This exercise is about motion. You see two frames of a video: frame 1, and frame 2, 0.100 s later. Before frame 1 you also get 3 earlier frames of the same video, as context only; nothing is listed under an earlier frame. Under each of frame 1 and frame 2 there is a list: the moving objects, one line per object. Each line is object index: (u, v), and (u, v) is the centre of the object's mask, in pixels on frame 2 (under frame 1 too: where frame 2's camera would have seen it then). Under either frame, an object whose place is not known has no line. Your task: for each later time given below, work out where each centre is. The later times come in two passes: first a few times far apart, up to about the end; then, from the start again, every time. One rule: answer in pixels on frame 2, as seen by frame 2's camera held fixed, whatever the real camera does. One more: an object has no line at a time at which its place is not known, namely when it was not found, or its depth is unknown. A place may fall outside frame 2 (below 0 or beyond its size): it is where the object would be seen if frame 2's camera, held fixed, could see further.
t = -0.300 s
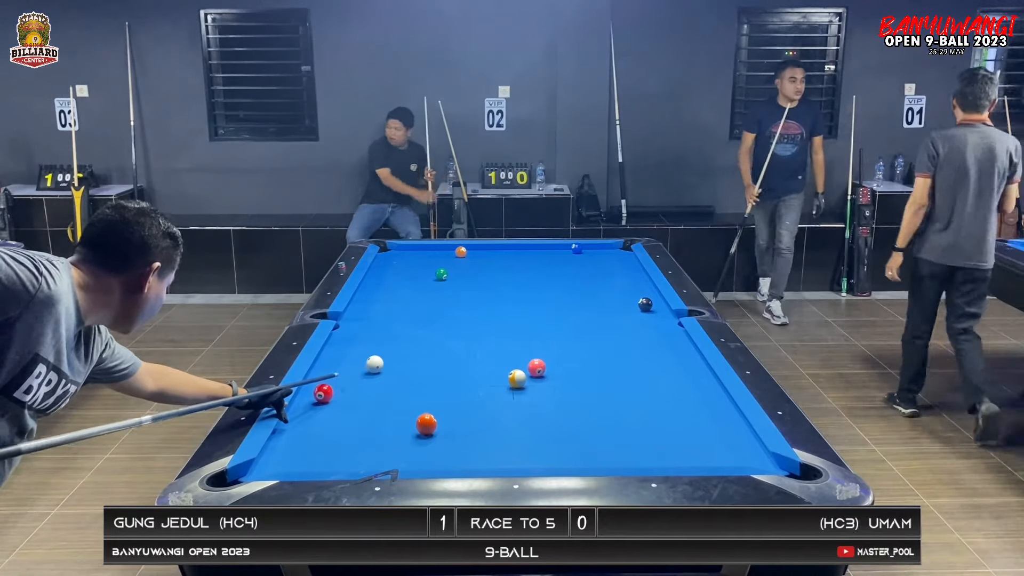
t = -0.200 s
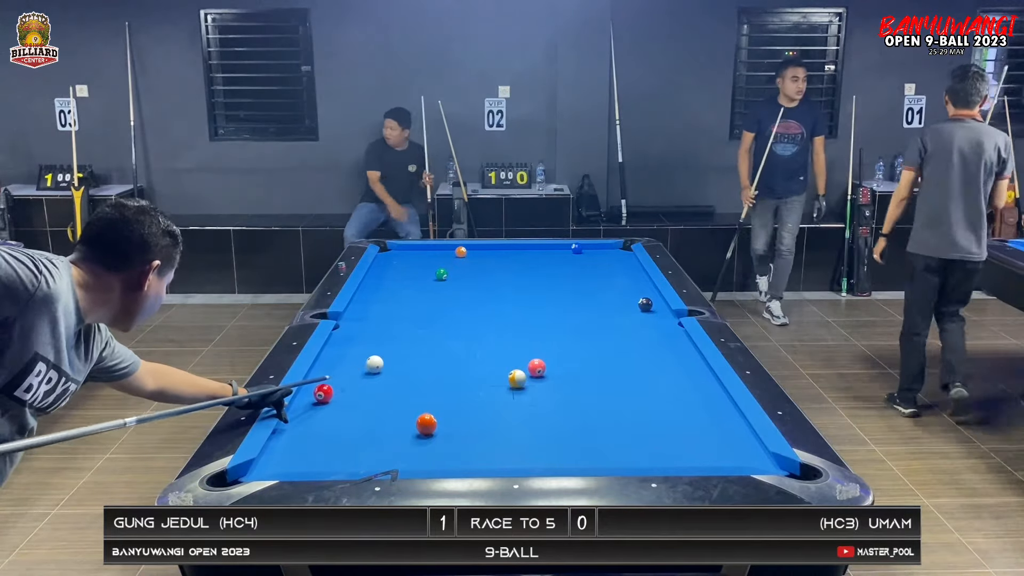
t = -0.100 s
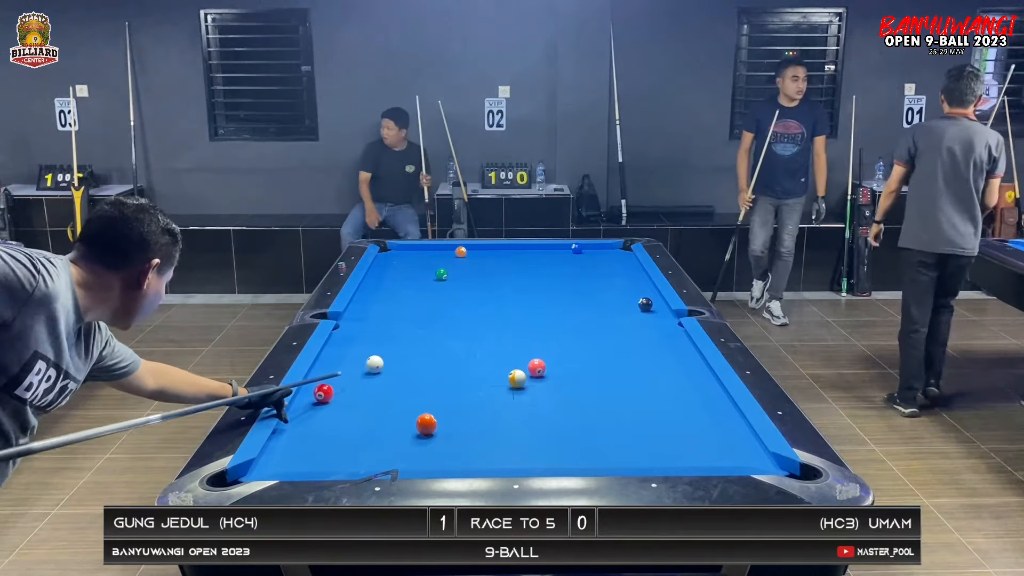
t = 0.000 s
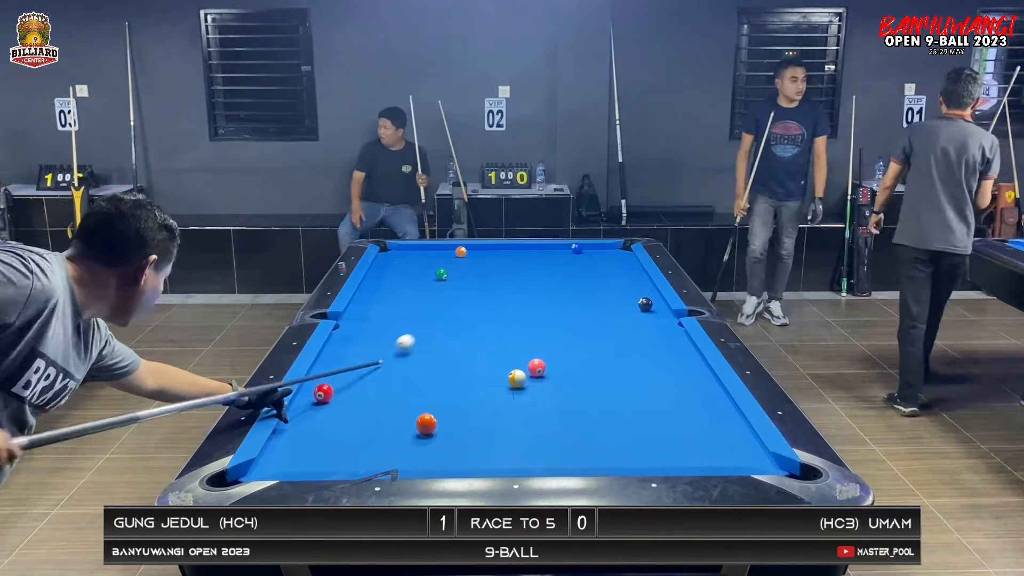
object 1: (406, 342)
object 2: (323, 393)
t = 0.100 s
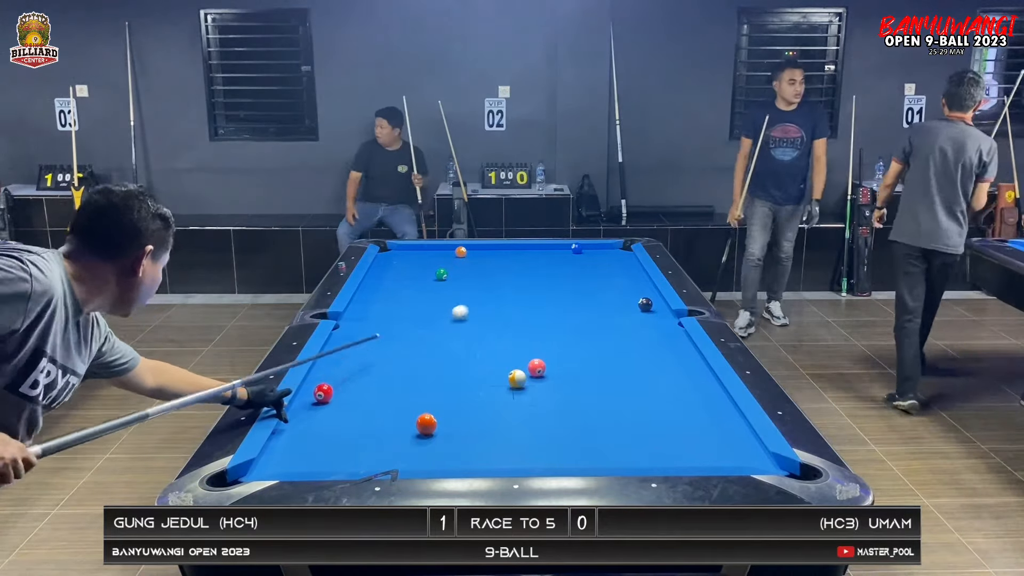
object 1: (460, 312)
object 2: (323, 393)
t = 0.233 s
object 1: (513, 281)
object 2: (323, 393)
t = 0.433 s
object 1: (566, 249)
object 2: (323, 393)
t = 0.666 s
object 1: (542, 258)
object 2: (323, 393)
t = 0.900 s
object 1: (519, 273)
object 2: (323, 393)
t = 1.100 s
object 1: (498, 287)
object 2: (323, 393)
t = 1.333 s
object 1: (470, 305)
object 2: (323, 393)
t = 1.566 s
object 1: (437, 325)
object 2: (323, 393)
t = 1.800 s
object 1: (399, 350)
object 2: (323, 393)
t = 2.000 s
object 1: (361, 374)
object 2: (323, 393)
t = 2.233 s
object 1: (345, 395)
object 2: (305, 403)
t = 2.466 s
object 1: (350, 410)
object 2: (324, 411)
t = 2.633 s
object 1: (353, 422)
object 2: (336, 416)
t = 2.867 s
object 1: (358, 438)
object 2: (354, 422)
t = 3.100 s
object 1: (363, 455)
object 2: (373, 433)
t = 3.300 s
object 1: (367, 464)
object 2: (389, 439)
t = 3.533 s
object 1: (381, 458)
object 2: (406, 446)
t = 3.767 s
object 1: (392, 450)
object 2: (422, 454)
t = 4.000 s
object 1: (402, 443)
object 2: (439, 459)
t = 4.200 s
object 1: (410, 436)
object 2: (452, 462)
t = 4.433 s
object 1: (415, 432)
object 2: (465, 462)
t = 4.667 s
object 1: (416, 431)
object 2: (476, 460)
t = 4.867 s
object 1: (415, 431)
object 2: (482, 458)
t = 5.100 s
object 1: (415, 432)
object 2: (489, 456)
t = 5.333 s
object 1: (415, 432)
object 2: (495, 455)
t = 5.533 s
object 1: (415, 431)
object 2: (499, 454)
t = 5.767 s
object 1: (415, 431)
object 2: (502, 453)
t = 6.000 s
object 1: (415, 432)
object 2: (504, 453)
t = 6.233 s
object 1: (415, 431)
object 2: (504, 452)
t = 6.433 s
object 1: (415, 431)
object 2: (504, 452)
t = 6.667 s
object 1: (415, 431)
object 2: (504, 452)
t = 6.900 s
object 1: (415, 432)
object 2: (504, 452)
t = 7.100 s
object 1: (415, 431)
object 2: (504, 452)
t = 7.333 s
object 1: (415, 431)
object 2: (504, 452)
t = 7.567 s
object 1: (415, 431)
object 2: (504, 452)
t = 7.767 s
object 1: (415, 431)
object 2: (504, 452)
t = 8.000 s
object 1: (415, 431)
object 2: (504, 452)
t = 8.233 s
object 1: (415, 431)
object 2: (504, 452)
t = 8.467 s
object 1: (415, 431)
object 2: (504, 452)
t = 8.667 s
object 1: (415, 431)
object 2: (504, 452)
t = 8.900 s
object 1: (415, 431)
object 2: (504, 452)
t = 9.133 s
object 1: (415, 431)
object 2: (504, 452)
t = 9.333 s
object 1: (415, 431)
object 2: (504, 452)
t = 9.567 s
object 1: (415, 431)
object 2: (504, 452)
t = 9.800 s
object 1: (415, 431)
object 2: (504, 452)
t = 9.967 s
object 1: (415, 432)
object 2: (504, 452)
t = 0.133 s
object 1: (475, 303)
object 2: (323, 393)
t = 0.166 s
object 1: (489, 295)
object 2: (323, 393)
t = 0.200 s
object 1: (502, 288)
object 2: (323, 393)
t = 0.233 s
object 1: (513, 281)
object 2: (323, 393)
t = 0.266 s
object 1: (524, 275)
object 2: (323, 393)
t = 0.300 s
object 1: (534, 269)
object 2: (323, 393)
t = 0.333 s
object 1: (543, 263)
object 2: (323, 393)
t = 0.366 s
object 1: (551, 258)
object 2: (323, 393)
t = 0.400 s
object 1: (559, 253)
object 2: (323, 393)
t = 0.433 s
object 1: (566, 249)
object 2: (323, 393)
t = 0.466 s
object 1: (561, 246)
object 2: (323, 393)
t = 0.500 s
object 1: (557, 248)
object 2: (323, 393)
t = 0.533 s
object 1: (554, 250)
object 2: (323, 393)
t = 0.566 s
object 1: (551, 252)
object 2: (323, 393)
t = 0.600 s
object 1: (548, 254)
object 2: (323, 393)
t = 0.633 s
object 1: (545, 256)
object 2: (323, 393)
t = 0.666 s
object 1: (542, 258)
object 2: (323, 393)
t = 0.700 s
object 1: (539, 260)
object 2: (323, 393)
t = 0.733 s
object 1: (536, 262)
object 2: (323, 393)
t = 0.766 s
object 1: (533, 264)
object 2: (323, 393)
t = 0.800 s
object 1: (530, 266)
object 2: (323, 393)
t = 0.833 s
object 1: (526, 268)
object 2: (323, 393)
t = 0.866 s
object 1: (523, 270)
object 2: (323, 393)
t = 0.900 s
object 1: (519, 273)
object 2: (323, 393)
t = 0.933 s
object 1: (516, 275)
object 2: (323, 393)
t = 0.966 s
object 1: (513, 277)
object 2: (323, 393)
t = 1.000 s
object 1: (509, 279)
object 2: (323, 393)
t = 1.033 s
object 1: (505, 282)
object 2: (323, 393)
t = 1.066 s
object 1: (502, 284)
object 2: (324, 393)
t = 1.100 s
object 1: (498, 287)
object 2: (323, 393)
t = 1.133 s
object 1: (494, 289)
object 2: (323, 393)
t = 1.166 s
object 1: (490, 291)
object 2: (323, 393)
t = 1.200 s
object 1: (486, 294)
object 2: (323, 393)
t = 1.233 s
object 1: (482, 297)
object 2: (323, 393)
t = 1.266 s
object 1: (478, 299)
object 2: (323, 393)
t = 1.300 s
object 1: (474, 302)
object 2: (323, 393)
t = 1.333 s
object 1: (470, 305)
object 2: (323, 393)
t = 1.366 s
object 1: (465, 307)
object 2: (323, 393)
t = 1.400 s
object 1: (461, 310)
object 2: (323, 393)
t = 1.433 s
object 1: (456, 313)
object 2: (323, 393)
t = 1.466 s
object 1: (451, 316)
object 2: (323, 393)
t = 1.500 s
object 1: (447, 319)
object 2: (323, 393)
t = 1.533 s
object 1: (442, 322)
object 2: (323, 393)
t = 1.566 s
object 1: (437, 325)
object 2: (323, 393)
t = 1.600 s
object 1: (432, 329)
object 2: (323, 393)
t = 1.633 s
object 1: (427, 332)
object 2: (323, 393)
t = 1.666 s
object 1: (421, 336)
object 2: (323, 393)
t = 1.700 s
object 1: (416, 339)
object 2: (323, 393)
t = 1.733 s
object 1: (410, 343)
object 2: (323, 393)
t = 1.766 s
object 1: (405, 346)
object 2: (323, 393)
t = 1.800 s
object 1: (399, 350)
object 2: (323, 393)
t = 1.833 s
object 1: (393, 354)
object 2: (323, 393)
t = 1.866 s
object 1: (387, 358)
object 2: (323, 393)
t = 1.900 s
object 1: (381, 362)
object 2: (323, 393)
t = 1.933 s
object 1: (375, 366)
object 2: (323, 393)
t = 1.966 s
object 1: (368, 370)
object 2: (323, 393)
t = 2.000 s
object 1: (361, 374)
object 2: (323, 393)
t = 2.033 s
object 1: (354, 379)
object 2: (323, 393)
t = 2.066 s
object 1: (347, 383)
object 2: (323, 393)
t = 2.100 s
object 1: (341, 387)
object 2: (323, 393)
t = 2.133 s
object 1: (342, 389)
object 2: (314, 396)
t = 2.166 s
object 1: (344, 391)
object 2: (305, 399)
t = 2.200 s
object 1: (345, 393)
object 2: (302, 402)
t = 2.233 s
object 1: (345, 395)
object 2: (305, 403)
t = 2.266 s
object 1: (346, 397)
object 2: (308, 404)
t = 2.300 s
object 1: (347, 399)
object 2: (310, 405)
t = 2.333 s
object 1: (348, 401)
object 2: (313, 406)
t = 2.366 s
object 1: (348, 404)
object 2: (316, 407)
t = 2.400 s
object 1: (349, 406)
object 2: (318, 409)
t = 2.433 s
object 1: (350, 408)
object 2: (321, 410)
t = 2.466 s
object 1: (350, 410)
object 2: (324, 411)
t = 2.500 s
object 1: (351, 412)
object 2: (326, 412)
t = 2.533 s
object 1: (351, 415)
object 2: (329, 413)
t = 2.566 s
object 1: (352, 417)
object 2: (331, 414)
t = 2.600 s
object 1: (352, 420)
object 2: (334, 415)
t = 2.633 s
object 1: (353, 422)
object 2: (336, 416)
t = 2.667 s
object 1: (354, 424)
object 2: (338, 417)
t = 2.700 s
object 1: (355, 426)
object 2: (340, 418)
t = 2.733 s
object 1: (355, 429)
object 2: (343, 419)
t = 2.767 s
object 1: (356, 431)
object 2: (346, 419)
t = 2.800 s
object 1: (357, 433)
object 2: (348, 420)
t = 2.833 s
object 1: (357, 436)
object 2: (351, 421)
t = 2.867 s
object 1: (358, 438)
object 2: (354, 422)
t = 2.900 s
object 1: (359, 441)
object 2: (357, 423)
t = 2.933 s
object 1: (360, 443)
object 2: (360, 425)
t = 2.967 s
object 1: (360, 445)
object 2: (363, 426)
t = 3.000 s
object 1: (361, 448)
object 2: (366, 428)
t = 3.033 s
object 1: (362, 450)
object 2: (368, 430)
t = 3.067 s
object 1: (362, 452)
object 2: (371, 431)
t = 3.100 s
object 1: (363, 455)
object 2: (373, 433)
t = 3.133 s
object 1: (364, 457)
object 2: (376, 434)
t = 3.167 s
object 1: (365, 459)
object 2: (379, 434)
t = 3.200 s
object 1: (365, 460)
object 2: (381, 436)
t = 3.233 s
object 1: (366, 462)
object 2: (384, 437)
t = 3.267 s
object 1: (367, 463)
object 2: (386, 438)
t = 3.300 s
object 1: (367, 464)
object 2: (389, 439)
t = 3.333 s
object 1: (370, 463)
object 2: (391, 440)
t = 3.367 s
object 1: (371, 462)
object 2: (394, 441)
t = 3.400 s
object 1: (374, 461)
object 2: (396, 442)
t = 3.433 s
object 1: (376, 461)
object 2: (399, 443)
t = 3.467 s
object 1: (377, 459)
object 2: (401, 444)
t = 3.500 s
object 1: (379, 459)
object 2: (403, 445)
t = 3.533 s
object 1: (381, 458)
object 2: (406, 446)
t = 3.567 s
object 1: (383, 458)
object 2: (408, 447)
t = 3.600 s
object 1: (384, 457)
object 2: (411, 449)
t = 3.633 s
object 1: (386, 456)
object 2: (413, 449)
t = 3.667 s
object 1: (388, 454)
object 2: (416, 451)
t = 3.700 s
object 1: (389, 453)
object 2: (418, 451)
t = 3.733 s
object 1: (391, 451)
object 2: (420, 452)
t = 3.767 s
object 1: (392, 450)
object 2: (422, 454)
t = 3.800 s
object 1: (394, 449)
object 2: (425, 454)
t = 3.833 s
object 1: (396, 448)
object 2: (427, 455)
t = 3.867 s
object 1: (397, 446)
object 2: (430, 456)
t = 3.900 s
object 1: (398, 445)
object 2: (432, 457)
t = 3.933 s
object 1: (399, 445)
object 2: (434, 458)
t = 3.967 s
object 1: (401, 444)
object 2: (436, 458)
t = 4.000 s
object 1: (402, 443)
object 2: (439, 459)
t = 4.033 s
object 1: (403, 441)
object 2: (441, 459)
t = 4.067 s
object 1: (405, 441)
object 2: (443, 460)
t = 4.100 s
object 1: (406, 439)
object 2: (446, 460)
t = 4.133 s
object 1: (407, 439)
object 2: (448, 461)
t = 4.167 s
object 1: (409, 437)
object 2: (450, 461)
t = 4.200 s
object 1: (410, 436)
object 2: (452, 462)
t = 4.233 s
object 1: (411, 436)
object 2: (454, 462)
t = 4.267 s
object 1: (412, 434)
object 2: (456, 462)
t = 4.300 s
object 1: (414, 433)
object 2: (459, 463)
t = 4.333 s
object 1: (414, 432)
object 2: (460, 462)
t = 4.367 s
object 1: (415, 432)
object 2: (462, 462)
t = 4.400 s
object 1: (415, 432)
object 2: (464, 462)
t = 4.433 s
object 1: (415, 432)
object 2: (465, 462)
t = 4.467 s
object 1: (415, 432)
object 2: (467, 461)
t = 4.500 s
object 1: (416, 431)
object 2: (468, 461)
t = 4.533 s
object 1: (416, 431)
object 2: (470, 461)
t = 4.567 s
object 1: (416, 431)
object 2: (471, 461)
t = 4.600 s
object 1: (416, 431)
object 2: (473, 461)
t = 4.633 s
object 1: (416, 431)
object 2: (474, 460)
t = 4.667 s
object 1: (416, 431)
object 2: (476, 460)
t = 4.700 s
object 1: (415, 431)
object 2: (477, 460)
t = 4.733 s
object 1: (415, 431)
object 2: (478, 459)
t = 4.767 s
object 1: (415, 431)
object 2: (479, 459)
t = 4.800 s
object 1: (415, 431)
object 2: (480, 459)
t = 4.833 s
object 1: (415, 431)
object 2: (481, 459)
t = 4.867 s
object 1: (415, 431)
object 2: (482, 458)
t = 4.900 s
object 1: (415, 431)
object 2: (484, 458)
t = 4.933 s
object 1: (415, 431)
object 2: (485, 458)
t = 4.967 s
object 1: (415, 431)
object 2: (486, 458)
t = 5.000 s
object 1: (415, 432)
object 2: (487, 457)
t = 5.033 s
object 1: (415, 431)
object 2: (487, 457)
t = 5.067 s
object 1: (415, 431)
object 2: (488, 457)
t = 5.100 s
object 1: (415, 432)
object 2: (489, 456)
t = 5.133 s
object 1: (415, 431)
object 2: (490, 456)
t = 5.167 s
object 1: (415, 431)
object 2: (491, 456)
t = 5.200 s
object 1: (415, 431)
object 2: (492, 456)
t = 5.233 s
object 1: (415, 431)
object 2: (493, 456)
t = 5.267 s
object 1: (415, 432)
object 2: (493, 456)
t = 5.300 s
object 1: (415, 431)
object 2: (494, 455)
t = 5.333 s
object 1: (415, 432)
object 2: (495, 455)
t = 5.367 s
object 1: (415, 432)
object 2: (495, 455)
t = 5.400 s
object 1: (415, 431)
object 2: (496, 455)
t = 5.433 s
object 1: (415, 431)
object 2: (497, 455)
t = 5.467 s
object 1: (415, 431)
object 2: (498, 454)
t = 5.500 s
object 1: (415, 431)
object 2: (498, 454)
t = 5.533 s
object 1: (415, 431)
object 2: (499, 454)
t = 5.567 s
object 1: (415, 431)
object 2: (499, 454)
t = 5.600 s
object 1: (415, 432)
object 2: (500, 454)
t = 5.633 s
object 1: (415, 431)
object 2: (500, 454)
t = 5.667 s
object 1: (415, 432)
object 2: (501, 454)
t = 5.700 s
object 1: (415, 432)
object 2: (501, 453)
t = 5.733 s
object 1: (415, 432)
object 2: (501, 453)
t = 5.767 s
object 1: (415, 431)
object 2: (502, 453)
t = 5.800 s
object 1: (415, 431)
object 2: (502, 453)
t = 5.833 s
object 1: (415, 431)
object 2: (503, 453)
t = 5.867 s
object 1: (415, 431)
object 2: (503, 453)
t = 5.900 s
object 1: (415, 431)
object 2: (503, 453)
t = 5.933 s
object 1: (415, 431)
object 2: (503, 453)
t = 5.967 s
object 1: (415, 431)
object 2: (504, 453)
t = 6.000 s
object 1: (415, 432)
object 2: (504, 453)
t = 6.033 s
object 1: (415, 432)
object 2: (504, 453)
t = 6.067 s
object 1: (415, 431)
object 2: (504, 453)
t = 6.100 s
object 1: (415, 431)
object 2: (504, 452)
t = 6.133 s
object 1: (415, 431)
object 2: (504, 452)
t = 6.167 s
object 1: (415, 431)
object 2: (504, 452)
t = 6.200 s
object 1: (415, 432)
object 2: (504, 452)
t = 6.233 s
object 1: (415, 431)
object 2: (504, 452)
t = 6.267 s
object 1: (415, 432)
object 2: (504, 452)
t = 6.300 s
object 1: (415, 432)
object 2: (504, 452)
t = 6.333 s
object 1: (415, 431)
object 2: (504, 452)
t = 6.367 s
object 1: (415, 431)
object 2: (504, 452)
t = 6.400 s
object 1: (415, 431)
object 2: (504, 452)
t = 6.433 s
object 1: (415, 431)
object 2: (504, 452)
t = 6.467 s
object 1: (415, 431)
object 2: (504, 452)
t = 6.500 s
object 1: (415, 431)
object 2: (504, 452)
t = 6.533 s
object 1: (415, 432)
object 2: (504, 452)
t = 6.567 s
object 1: (415, 432)
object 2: (504, 452)
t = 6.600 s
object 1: (415, 432)
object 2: (504, 452)
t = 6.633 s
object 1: (415, 431)
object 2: (504, 452)
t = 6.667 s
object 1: (415, 431)
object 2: (504, 452)
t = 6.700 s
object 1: (415, 431)
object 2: (504, 452)
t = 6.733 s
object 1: (415, 431)
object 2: (504, 452)
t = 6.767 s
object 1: (415, 431)
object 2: (504, 452)
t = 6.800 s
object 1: (415, 431)
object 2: (504, 452)
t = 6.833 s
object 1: (415, 432)
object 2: (504, 452)
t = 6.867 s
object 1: (415, 432)
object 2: (504, 452)
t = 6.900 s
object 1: (415, 432)
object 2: (504, 452)
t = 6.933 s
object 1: (415, 431)
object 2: (504, 452)
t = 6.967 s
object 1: (415, 432)
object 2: (504, 452)
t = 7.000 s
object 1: (415, 431)
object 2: (504, 452)
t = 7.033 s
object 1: (415, 431)
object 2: (504, 452)
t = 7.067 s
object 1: (415, 431)
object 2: (504, 452)
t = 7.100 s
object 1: (415, 431)
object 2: (504, 452)
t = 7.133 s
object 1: (415, 432)
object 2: (504, 452)
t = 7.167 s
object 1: (415, 431)
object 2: (504, 452)
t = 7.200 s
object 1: (415, 431)
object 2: (504, 452)
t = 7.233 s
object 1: (415, 432)
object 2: (504, 452)
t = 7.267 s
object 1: (415, 431)
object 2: (504, 452)
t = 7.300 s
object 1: (415, 432)
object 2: (504, 452)
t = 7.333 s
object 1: (415, 431)
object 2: (504, 452)
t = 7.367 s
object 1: (415, 432)
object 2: (504, 452)
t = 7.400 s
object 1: (415, 431)
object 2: (504, 452)
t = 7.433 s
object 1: (415, 431)
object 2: (504, 452)
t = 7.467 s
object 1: (415, 432)
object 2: (504, 452)
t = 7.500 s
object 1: (415, 431)
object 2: (504, 452)
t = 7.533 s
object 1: (415, 431)
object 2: (504, 452)
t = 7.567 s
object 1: (415, 431)
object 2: (504, 452)
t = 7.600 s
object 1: (415, 432)
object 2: (504, 452)
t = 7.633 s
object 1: (415, 431)
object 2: (504, 452)
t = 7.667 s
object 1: (415, 431)
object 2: (504, 452)
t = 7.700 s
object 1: (415, 432)
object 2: (504, 452)
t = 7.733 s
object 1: (415, 431)
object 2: (504, 452)
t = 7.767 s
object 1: (415, 431)
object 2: (504, 452)
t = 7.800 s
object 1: (415, 431)
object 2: (504, 452)
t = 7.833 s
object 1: (415, 432)
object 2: (504, 452)
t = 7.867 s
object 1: (415, 432)
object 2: (504, 452)
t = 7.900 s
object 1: (415, 431)
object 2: (504, 452)
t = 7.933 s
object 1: (415, 432)
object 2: (504, 452)
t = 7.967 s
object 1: (415, 432)
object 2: (504, 452)
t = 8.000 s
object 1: (415, 431)
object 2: (504, 452)
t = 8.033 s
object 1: (415, 431)
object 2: (504, 452)
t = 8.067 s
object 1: (415, 431)
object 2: (504, 452)
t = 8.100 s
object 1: (415, 431)
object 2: (504, 452)
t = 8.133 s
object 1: (415, 431)
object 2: (504, 452)
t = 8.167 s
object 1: (415, 431)
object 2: (504, 452)
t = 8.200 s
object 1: (415, 431)
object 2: (504, 452)
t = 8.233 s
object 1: (415, 431)
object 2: (504, 452)
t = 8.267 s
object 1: (415, 431)
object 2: (504, 452)
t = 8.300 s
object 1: (415, 432)
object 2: (504, 452)
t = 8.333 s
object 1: (415, 431)
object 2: (504, 452)
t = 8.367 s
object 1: (415, 431)
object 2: (504, 452)
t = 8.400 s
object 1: (415, 432)
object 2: (504, 452)
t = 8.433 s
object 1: (415, 431)
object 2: (504, 452)
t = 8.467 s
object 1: (415, 431)
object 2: (504, 452)
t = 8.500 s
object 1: (415, 431)
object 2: (504, 452)
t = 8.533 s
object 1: (415, 431)
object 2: (504, 452)
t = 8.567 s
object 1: (415, 431)
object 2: (504, 452)
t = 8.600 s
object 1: (415, 431)
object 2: (504, 452)
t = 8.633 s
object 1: (415, 431)
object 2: (504, 452)
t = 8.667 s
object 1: (415, 431)
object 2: (504, 452)
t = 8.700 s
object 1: (415, 432)
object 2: (504, 452)
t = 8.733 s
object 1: (415, 432)
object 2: (504, 452)
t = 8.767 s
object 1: (415, 432)
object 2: (504, 452)
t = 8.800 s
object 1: (415, 431)
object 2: (504, 452)
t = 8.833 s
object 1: (415, 431)
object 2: (504, 452)
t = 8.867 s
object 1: (415, 431)
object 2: (504, 452)
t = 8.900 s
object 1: (415, 431)
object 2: (504, 452)
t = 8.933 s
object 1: (415, 431)
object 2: (504, 452)
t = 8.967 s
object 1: (415, 431)
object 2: (504, 452)
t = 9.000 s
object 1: (415, 432)
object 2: (504, 452)
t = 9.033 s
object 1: (415, 431)
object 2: (504, 452)
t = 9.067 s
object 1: (415, 431)
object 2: (504, 452)
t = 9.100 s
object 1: (415, 431)
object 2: (504, 452)
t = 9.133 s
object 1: (415, 431)
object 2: (504, 452)
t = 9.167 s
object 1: (415, 431)
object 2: (504, 452)
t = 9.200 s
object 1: (415, 431)
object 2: (504, 452)
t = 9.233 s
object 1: (415, 431)
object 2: (504, 452)
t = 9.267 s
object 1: (415, 431)
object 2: (504, 452)
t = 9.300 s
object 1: (415, 432)
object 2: (504, 452)
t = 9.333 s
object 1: (415, 431)
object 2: (504, 452)
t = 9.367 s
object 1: (415, 431)
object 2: (504, 452)
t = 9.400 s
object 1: (415, 431)
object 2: (504, 452)
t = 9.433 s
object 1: (415, 431)
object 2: (504, 452)
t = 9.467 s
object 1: (415, 431)
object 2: (504, 452)
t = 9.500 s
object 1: (415, 431)
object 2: (504, 452)
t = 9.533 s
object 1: (415, 431)
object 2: (504, 452)
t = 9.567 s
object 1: (415, 431)
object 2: (504, 452)
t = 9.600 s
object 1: (415, 431)
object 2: (504, 452)
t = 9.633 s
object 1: (415, 431)
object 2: (504, 452)
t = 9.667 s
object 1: (415, 431)
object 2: (504, 452)
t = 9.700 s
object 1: (415, 431)
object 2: (504, 452)
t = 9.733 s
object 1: (415, 431)
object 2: (504, 452)
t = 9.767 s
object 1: (415, 432)
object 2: (504, 452)
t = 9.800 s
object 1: (415, 431)
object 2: (504, 452)
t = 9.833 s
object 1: (415, 431)
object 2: (504, 452)
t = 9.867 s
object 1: (415, 431)
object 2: (504, 452)
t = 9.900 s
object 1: (415, 431)
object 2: (504, 452)
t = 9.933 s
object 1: (415, 431)
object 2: (504, 452)
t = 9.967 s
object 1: (415, 432)
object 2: (504, 452)
